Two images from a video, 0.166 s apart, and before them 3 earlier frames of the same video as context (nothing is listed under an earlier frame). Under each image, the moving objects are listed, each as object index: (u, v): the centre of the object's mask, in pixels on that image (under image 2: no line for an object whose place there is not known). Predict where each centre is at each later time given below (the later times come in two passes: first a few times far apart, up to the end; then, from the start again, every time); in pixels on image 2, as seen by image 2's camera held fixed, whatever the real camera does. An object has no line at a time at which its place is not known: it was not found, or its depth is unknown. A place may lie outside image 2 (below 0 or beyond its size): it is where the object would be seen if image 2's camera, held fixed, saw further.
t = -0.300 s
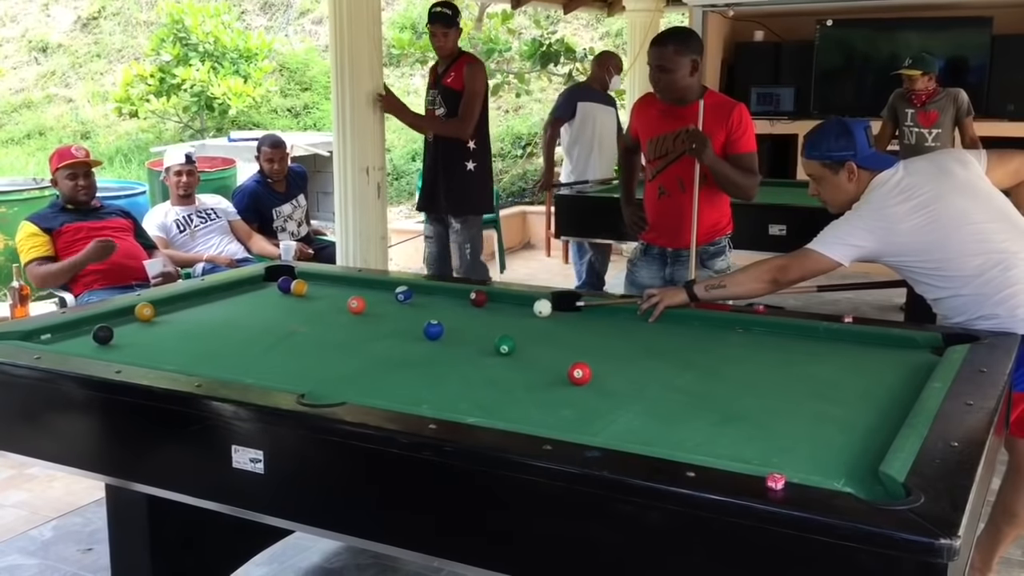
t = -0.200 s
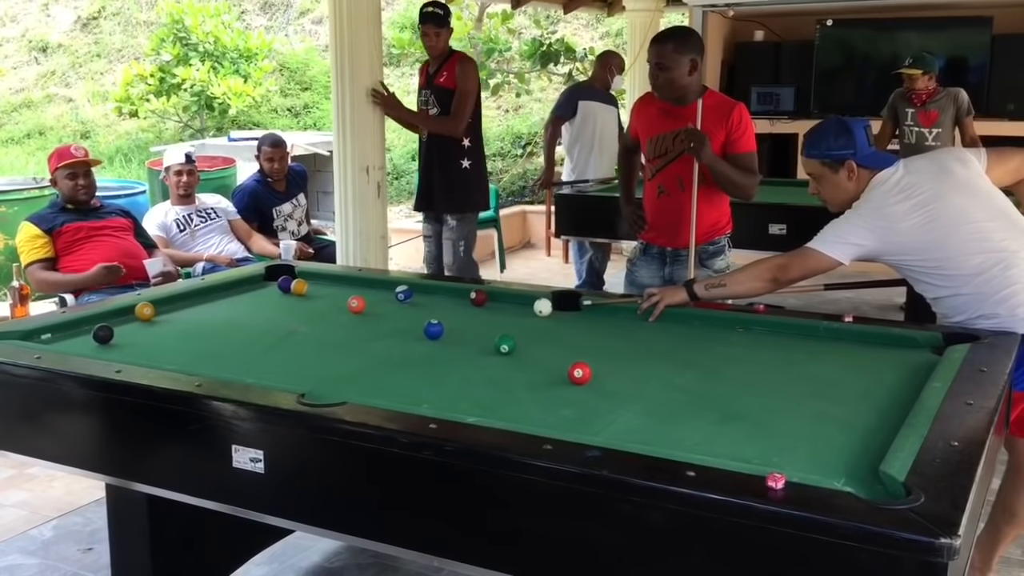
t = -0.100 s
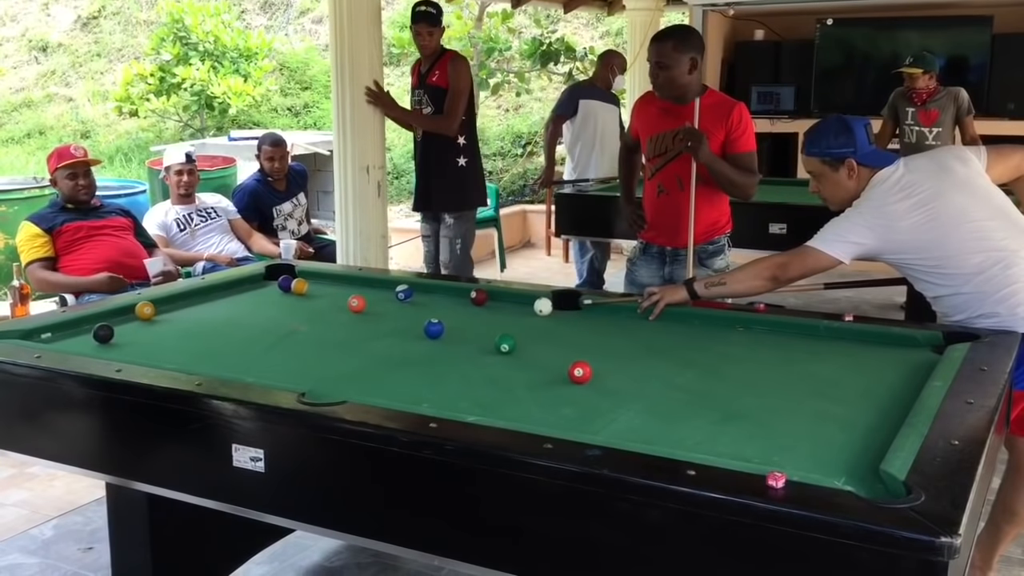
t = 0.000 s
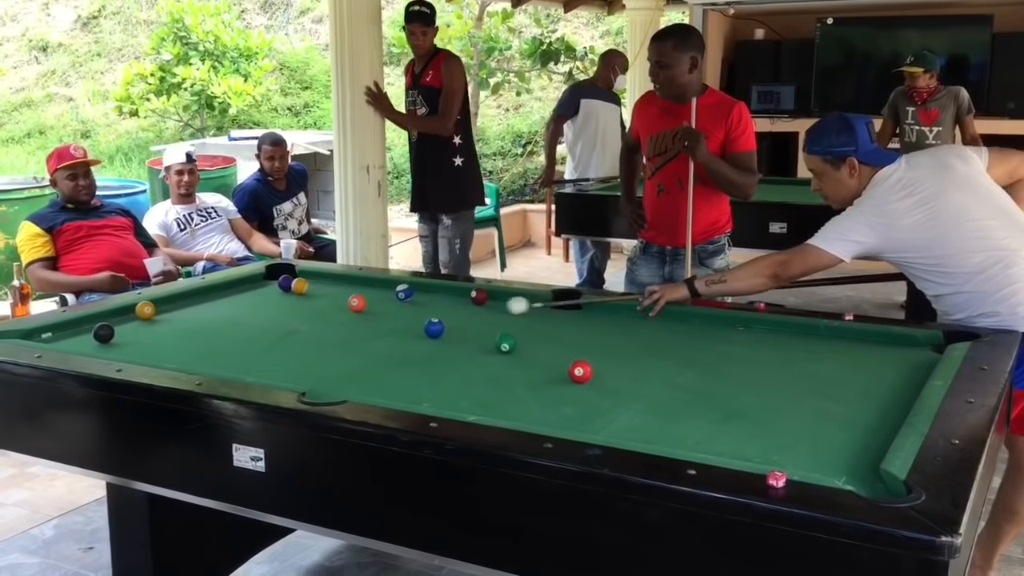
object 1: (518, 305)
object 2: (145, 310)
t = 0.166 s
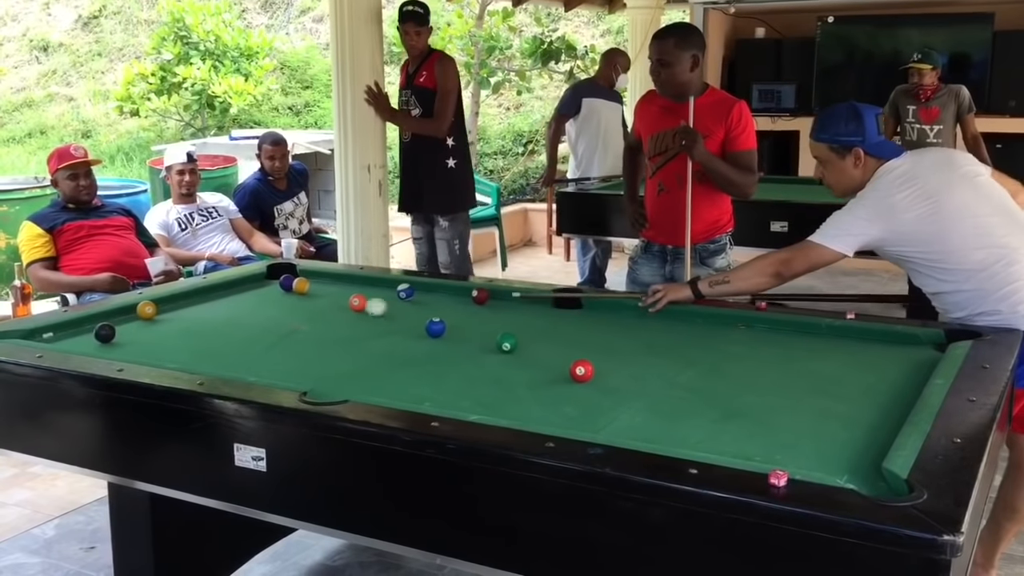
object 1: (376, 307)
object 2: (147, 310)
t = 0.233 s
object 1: (325, 307)
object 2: (147, 310)
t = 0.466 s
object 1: (166, 308)
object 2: (131, 311)
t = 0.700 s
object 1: (169, 304)
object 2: (133, 327)
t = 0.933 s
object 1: (207, 301)
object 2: (139, 344)
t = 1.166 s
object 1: (244, 299)
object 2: (157, 355)
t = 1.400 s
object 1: (277, 297)
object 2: (224, 360)
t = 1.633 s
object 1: (310, 295)
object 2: (289, 360)
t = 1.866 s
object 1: (339, 293)
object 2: (353, 360)
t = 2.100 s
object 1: (368, 291)
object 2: (415, 360)
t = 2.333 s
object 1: (392, 289)
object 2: (476, 361)
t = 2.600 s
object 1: (412, 284)
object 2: (544, 360)
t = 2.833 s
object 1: (417, 283)
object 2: (601, 361)
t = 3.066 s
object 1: (414, 286)
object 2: (656, 361)
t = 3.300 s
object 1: (413, 288)
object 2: (709, 362)
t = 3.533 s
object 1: (413, 290)
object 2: (761, 362)
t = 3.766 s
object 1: (413, 291)
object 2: (811, 362)
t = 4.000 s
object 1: (413, 292)
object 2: (861, 363)
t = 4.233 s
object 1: (413, 292)
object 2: (908, 363)
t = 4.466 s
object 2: (919, 360)
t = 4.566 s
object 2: (912, 357)
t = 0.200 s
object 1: (350, 307)
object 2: (147, 310)
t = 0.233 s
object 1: (325, 307)
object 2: (147, 310)
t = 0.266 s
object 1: (300, 307)
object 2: (147, 310)
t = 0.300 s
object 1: (275, 307)
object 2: (147, 310)
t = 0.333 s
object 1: (251, 308)
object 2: (147, 310)
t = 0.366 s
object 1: (225, 308)
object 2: (147, 310)
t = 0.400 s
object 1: (201, 308)
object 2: (146, 310)
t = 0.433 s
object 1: (175, 309)
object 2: (147, 310)
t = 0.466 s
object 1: (166, 308)
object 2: (131, 311)
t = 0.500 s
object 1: (164, 308)
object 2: (127, 313)
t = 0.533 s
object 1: (160, 306)
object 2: (128, 315)
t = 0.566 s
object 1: (156, 306)
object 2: (129, 318)
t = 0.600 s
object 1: (150, 305)
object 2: (130, 320)
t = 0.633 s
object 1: (157, 305)
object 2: (131, 322)
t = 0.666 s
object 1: (163, 304)
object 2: (132, 325)
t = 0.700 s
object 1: (169, 304)
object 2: (133, 327)
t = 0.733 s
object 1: (174, 304)
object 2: (133, 329)
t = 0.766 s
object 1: (180, 303)
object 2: (135, 332)
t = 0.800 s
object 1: (185, 303)
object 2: (136, 334)
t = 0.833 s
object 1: (191, 302)
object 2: (136, 336)
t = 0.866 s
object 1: (197, 302)
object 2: (137, 339)
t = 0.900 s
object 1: (202, 302)
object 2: (138, 341)
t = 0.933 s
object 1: (207, 301)
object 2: (139, 344)
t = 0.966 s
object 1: (213, 301)
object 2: (139, 347)
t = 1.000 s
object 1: (218, 301)
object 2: (141, 349)
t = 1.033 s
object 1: (223, 300)
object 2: (142, 351)
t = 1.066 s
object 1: (228, 300)
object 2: (143, 352)
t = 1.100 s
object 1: (233, 300)
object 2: (144, 354)
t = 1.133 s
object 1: (238, 299)
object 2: (148, 355)
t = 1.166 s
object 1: (244, 299)
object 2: (157, 355)
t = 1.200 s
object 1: (248, 299)
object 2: (167, 357)
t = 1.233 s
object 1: (253, 299)
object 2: (176, 357)
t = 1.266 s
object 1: (259, 298)
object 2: (186, 358)
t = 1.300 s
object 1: (263, 298)
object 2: (195, 358)
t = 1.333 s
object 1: (268, 298)
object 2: (205, 359)
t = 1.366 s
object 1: (273, 297)
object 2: (215, 359)
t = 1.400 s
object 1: (277, 297)
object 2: (224, 360)
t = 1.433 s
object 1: (282, 297)
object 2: (233, 360)
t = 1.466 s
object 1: (287, 296)
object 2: (242, 360)
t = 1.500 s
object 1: (292, 296)
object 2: (252, 360)
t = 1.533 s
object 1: (296, 296)
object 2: (261, 360)
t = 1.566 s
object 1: (301, 295)
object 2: (271, 360)
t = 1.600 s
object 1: (305, 295)
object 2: (280, 360)
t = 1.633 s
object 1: (310, 295)
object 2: (289, 360)
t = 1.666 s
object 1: (314, 294)
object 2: (298, 360)
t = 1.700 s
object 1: (319, 294)
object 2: (307, 360)
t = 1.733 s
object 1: (323, 294)
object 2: (316, 360)
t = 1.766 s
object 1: (327, 293)
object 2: (326, 360)
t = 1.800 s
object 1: (331, 293)
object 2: (335, 360)
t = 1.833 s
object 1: (335, 293)
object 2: (343, 360)
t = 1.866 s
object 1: (339, 293)
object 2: (353, 360)
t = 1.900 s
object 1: (343, 292)
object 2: (361, 361)
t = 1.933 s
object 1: (347, 292)
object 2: (371, 361)
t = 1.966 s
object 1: (351, 291)
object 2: (380, 360)
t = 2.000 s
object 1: (355, 290)
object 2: (389, 360)
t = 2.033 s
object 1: (360, 290)
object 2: (397, 361)
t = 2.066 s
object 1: (365, 290)
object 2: (406, 361)
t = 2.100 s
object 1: (368, 291)
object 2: (415, 360)
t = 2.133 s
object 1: (372, 291)
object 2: (424, 360)
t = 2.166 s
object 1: (376, 291)
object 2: (432, 360)
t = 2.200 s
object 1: (379, 291)
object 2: (441, 361)
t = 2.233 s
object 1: (383, 290)
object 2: (450, 360)
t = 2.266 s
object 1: (386, 290)
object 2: (458, 361)
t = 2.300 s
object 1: (389, 289)
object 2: (467, 361)
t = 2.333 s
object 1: (392, 289)
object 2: (476, 361)
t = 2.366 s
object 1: (394, 288)
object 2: (484, 360)
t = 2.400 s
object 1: (396, 287)
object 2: (493, 361)
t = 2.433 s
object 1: (398, 287)
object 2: (501, 361)
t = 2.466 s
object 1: (400, 286)
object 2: (510, 360)
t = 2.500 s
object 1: (403, 285)
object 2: (518, 361)
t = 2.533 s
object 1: (406, 285)
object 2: (527, 361)
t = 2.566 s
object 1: (409, 284)
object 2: (535, 361)
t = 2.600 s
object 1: (412, 284)
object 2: (544, 360)
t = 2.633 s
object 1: (414, 283)
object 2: (552, 360)
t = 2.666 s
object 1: (416, 283)
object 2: (560, 360)
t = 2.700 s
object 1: (418, 282)
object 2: (567, 359)
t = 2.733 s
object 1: (418, 282)
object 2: (574, 358)
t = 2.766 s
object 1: (418, 283)
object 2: (585, 356)
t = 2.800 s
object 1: (417, 283)
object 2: (595, 359)
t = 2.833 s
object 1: (417, 283)
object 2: (601, 361)
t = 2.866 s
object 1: (416, 283)
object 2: (609, 361)
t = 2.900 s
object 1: (416, 283)
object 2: (617, 361)
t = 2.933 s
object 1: (416, 284)
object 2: (625, 361)
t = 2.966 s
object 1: (415, 284)
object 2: (632, 361)
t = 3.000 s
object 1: (415, 285)
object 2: (640, 361)
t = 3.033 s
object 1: (415, 285)
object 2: (648, 361)
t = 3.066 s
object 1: (414, 286)
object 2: (656, 361)
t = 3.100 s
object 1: (414, 286)
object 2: (664, 361)
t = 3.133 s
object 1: (414, 287)
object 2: (671, 361)
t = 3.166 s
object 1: (414, 287)
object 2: (679, 361)
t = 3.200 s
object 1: (414, 287)
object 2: (687, 361)
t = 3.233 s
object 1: (414, 288)
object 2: (694, 361)
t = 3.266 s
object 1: (414, 288)
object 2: (702, 362)
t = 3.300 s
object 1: (413, 288)
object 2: (709, 362)
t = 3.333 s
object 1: (413, 289)
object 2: (717, 362)
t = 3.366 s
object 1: (413, 289)
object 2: (724, 362)
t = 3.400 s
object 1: (413, 289)
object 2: (732, 361)
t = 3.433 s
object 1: (413, 289)
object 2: (739, 362)
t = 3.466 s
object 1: (413, 290)
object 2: (746, 362)
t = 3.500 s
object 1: (413, 290)
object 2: (754, 362)
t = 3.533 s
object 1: (413, 290)
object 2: (761, 362)
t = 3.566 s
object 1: (413, 290)
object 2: (769, 362)
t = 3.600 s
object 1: (413, 290)
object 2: (776, 362)
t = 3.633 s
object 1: (413, 291)
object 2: (783, 362)
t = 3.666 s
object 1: (413, 291)
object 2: (790, 362)
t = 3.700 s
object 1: (413, 291)
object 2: (797, 362)
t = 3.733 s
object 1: (413, 291)
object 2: (805, 362)
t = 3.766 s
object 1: (413, 291)
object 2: (811, 362)
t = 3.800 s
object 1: (413, 292)
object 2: (819, 362)
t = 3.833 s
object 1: (413, 292)
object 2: (826, 362)
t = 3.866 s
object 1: (413, 292)
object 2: (833, 362)
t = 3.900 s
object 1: (413, 292)
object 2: (840, 363)
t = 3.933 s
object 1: (413, 292)
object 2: (847, 363)
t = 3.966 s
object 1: (413, 292)
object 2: (854, 363)
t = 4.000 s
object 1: (413, 292)
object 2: (861, 363)
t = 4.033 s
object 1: (413, 292)
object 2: (867, 363)
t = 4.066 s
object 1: (413, 292)
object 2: (874, 363)
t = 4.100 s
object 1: (413, 292)
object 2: (881, 363)
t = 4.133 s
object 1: (413, 292)
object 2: (888, 363)
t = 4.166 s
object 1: (413, 292)
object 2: (895, 363)
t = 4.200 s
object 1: (413, 292)
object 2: (901, 363)
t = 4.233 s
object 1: (413, 292)
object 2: (908, 363)
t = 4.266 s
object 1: (413, 292)
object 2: (914, 363)
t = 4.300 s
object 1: (413, 292)
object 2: (921, 362)
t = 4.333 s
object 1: (413, 291)
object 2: (927, 361)
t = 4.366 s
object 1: (413, 291)
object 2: (926, 361)
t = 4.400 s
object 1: (414, 291)
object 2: (924, 361)
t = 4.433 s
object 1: (414, 292)
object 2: (922, 361)
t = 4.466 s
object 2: (919, 360)
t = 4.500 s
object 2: (917, 360)
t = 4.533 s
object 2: (914, 358)
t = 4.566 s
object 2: (912, 357)
